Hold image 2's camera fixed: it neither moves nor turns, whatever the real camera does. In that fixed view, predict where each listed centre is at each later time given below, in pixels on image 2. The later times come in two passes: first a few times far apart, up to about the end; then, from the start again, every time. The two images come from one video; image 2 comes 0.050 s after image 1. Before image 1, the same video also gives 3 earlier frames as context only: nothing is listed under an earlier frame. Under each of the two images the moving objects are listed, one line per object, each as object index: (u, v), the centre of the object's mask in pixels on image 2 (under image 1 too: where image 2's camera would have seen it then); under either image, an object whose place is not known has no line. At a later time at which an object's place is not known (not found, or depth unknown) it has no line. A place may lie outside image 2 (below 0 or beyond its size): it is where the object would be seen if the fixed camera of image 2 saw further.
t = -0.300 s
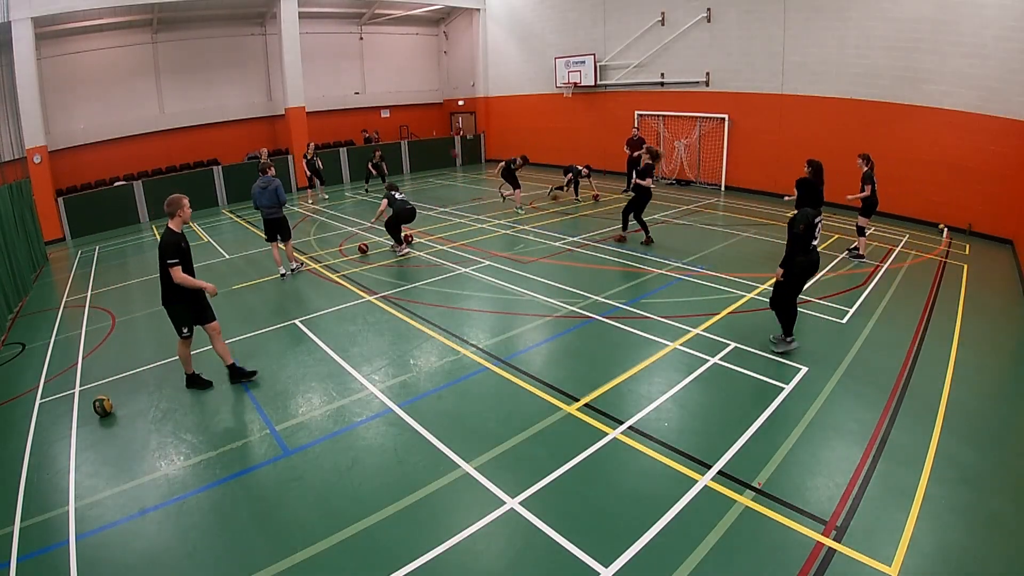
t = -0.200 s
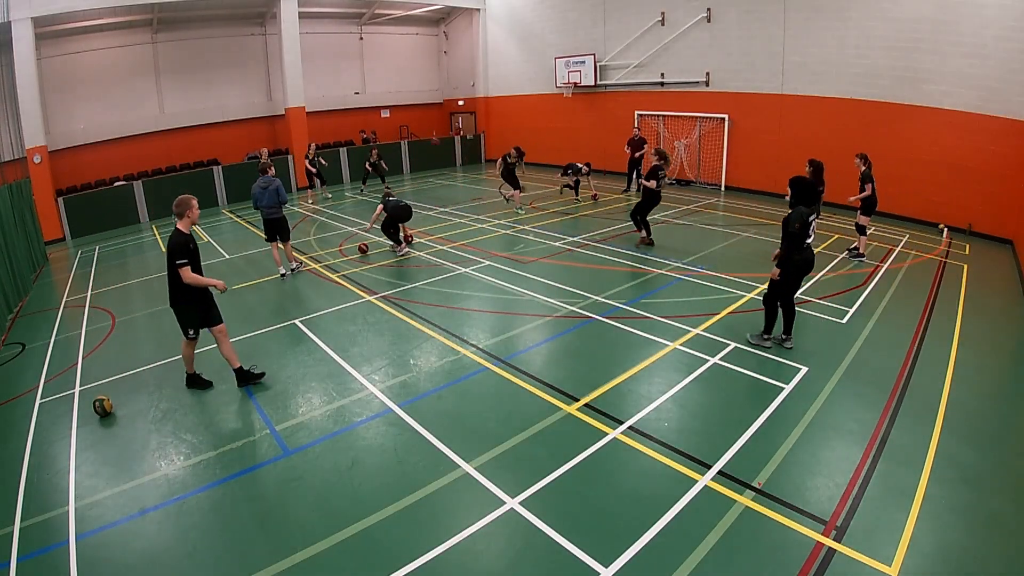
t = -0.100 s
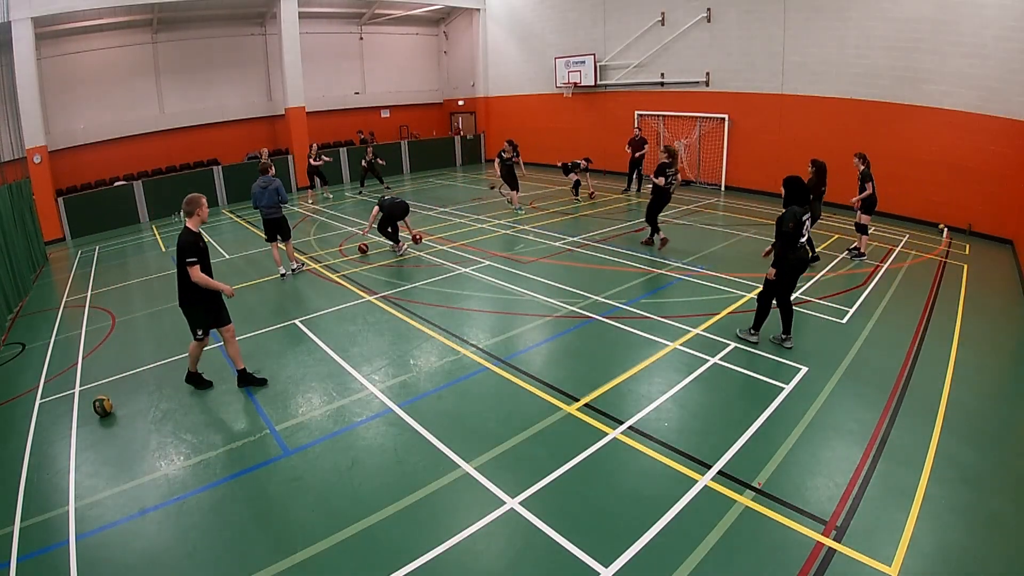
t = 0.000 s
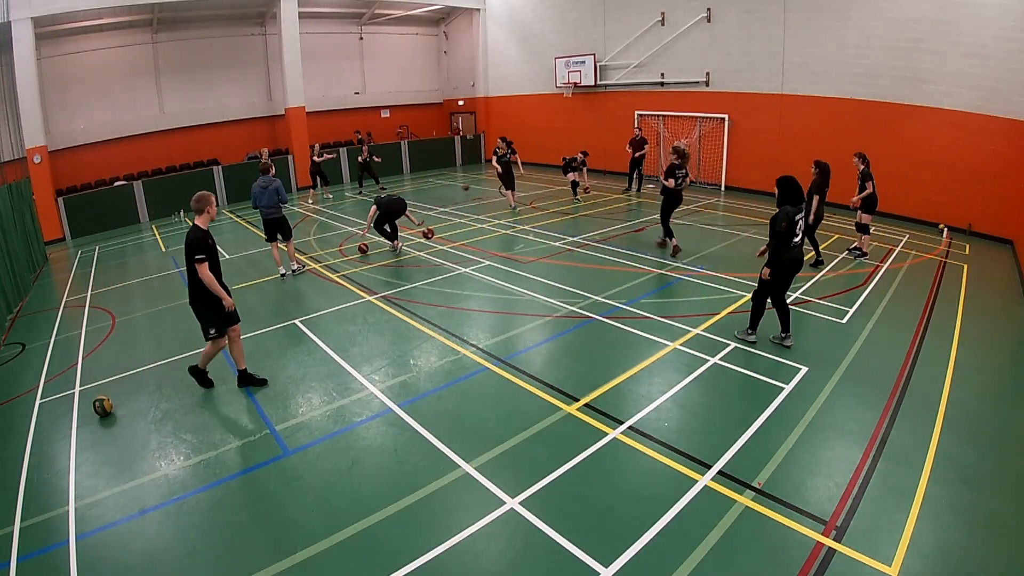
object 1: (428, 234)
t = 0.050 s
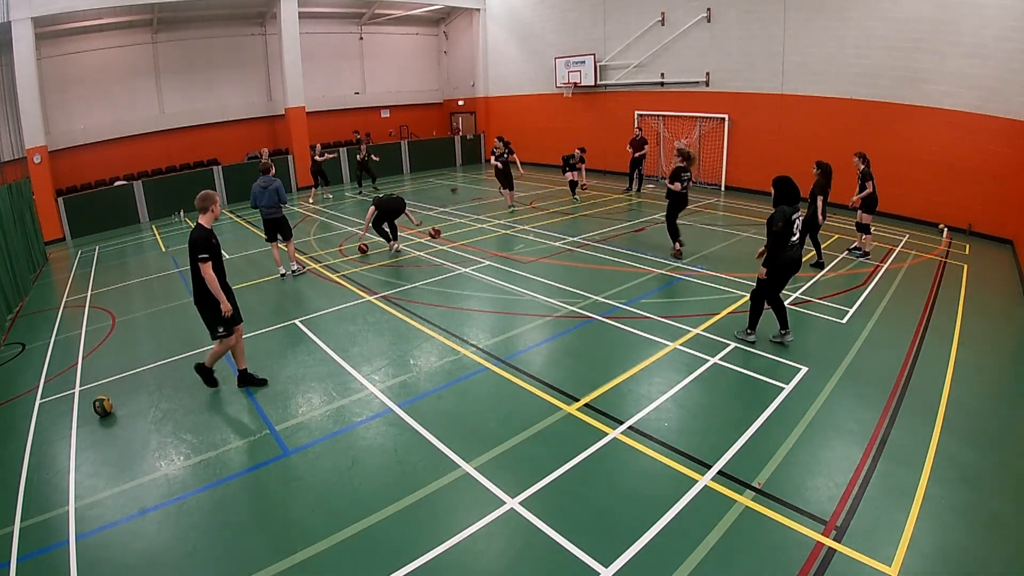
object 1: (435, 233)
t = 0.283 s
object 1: (474, 255)
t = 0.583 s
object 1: (545, 325)
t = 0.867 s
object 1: (620, 372)
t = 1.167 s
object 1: (735, 460)
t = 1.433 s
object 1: (860, 564)
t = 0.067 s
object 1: (437, 233)
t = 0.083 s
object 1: (439, 233)
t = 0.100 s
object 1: (441, 234)
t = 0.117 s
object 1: (444, 235)
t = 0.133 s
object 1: (447, 236)
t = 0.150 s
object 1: (450, 237)
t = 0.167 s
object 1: (452, 238)
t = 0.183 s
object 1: (455, 240)
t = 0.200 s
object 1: (458, 242)
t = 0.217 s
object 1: (461, 244)
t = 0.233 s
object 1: (464, 247)
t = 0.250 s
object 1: (467, 250)
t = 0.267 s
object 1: (470, 253)
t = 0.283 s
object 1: (474, 255)
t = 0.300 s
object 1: (478, 260)
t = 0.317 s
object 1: (481, 264)
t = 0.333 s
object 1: (485, 268)
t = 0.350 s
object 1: (489, 273)
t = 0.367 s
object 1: (493, 278)
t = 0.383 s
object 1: (497, 283)
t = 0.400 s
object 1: (501, 289)
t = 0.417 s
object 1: (506, 296)
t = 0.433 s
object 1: (510, 302)
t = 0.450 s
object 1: (515, 309)
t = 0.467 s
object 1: (519, 316)
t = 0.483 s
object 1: (524, 325)
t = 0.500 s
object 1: (528, 328)
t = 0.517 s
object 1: (531, 327)
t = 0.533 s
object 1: (534, 326)
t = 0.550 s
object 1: (538, 326)
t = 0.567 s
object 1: (542, 326)
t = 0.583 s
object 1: (545, 325)
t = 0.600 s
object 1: (549, 325)
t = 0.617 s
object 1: (552, 325)
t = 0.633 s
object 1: (556, 326)
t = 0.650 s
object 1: (560, 326)
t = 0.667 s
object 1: (564, 328)
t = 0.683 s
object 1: (568, 330)
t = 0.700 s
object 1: (573, 332)
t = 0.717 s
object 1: (578, 335)
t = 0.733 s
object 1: (582, 337)
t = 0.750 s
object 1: (586, 340)
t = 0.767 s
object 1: (591, 344)
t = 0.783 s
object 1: (595, 347)
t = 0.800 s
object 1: (600, 351)
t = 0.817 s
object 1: (605, 355)
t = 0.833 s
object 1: (610, 360)
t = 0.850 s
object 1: (615, 366)
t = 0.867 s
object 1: (620, 372)
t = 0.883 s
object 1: (626, 379)
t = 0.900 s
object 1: (632, 387)
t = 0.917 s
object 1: (637, 393)
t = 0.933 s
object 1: (642, 400)
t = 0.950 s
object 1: (647, 408)
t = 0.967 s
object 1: (653, 417)
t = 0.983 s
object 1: (659, 426)
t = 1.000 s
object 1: (665, 437)
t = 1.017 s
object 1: (670, 446)
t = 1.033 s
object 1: (677, 447)
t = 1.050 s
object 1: (684, 447)
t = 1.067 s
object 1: (690, 448)
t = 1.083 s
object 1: (697, 449)
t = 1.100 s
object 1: (704, 451)
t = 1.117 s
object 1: (710, 452)
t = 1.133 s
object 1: (718, 454)
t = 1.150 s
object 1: (726, 456)
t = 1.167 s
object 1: (735, 460)
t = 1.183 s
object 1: (743, 464)
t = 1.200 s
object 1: (751, 467)
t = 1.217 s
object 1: (759, 472)
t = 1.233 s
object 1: (766, 477)
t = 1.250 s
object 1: (774, 482)
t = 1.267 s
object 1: (782, 487)
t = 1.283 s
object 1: (790, 493)
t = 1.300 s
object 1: (799, 499)
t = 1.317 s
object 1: (807, 507)
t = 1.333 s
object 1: (816, 514)
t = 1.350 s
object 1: (824, 523)
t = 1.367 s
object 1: (832, 532)
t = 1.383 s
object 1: (839, 540)
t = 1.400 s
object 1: (846, 550)
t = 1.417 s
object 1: (853, 559)
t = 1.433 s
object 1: (860, 564)
